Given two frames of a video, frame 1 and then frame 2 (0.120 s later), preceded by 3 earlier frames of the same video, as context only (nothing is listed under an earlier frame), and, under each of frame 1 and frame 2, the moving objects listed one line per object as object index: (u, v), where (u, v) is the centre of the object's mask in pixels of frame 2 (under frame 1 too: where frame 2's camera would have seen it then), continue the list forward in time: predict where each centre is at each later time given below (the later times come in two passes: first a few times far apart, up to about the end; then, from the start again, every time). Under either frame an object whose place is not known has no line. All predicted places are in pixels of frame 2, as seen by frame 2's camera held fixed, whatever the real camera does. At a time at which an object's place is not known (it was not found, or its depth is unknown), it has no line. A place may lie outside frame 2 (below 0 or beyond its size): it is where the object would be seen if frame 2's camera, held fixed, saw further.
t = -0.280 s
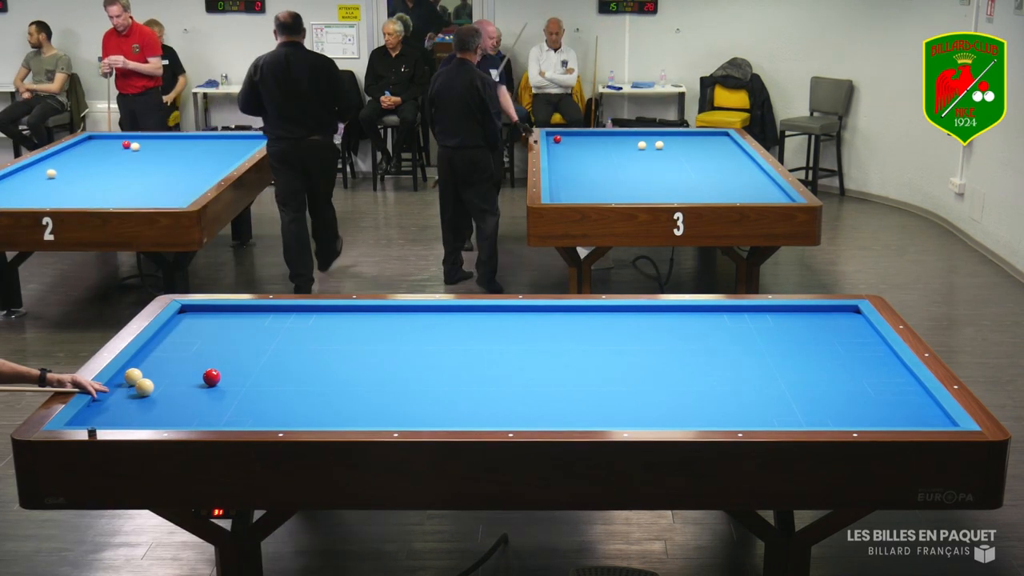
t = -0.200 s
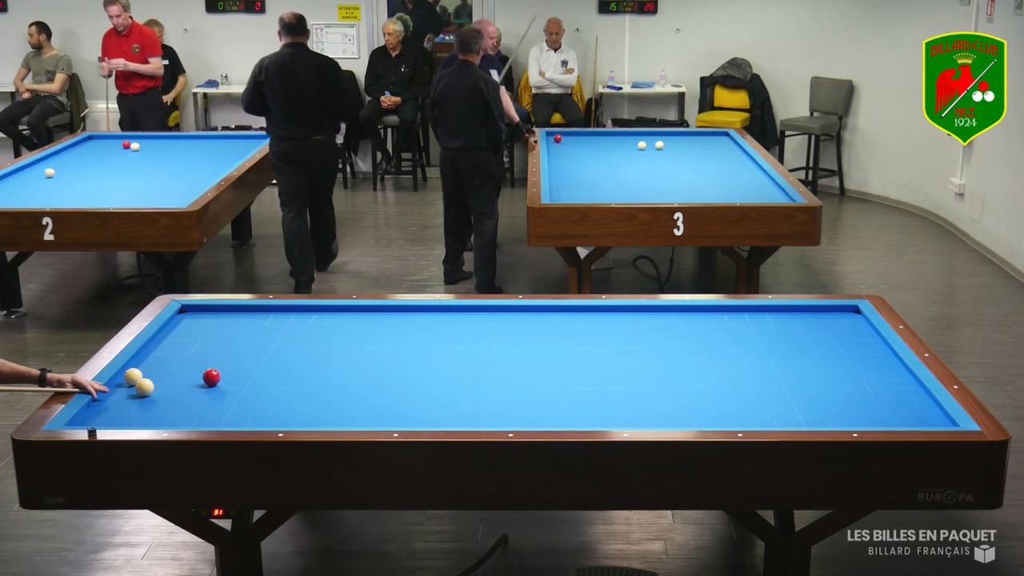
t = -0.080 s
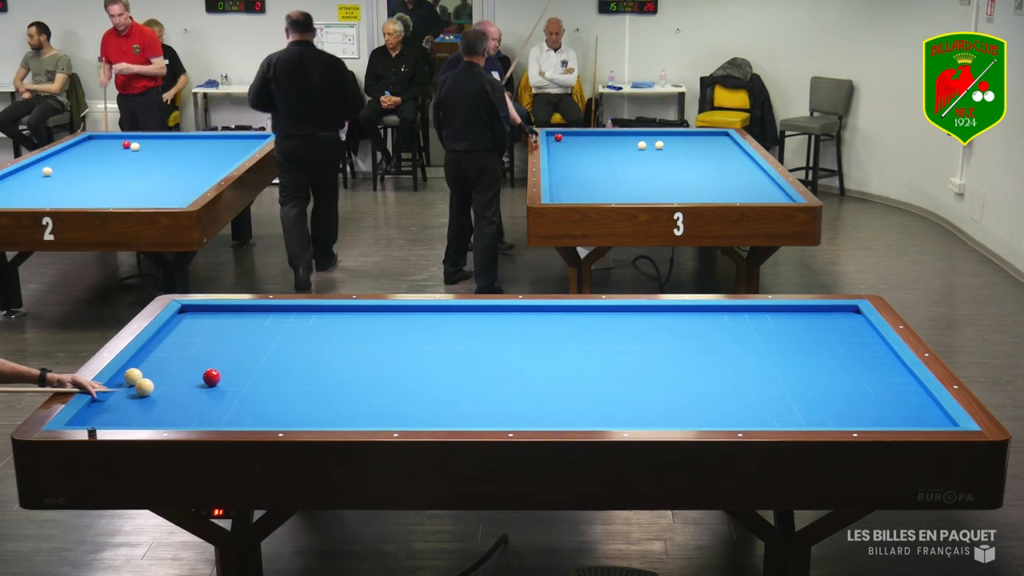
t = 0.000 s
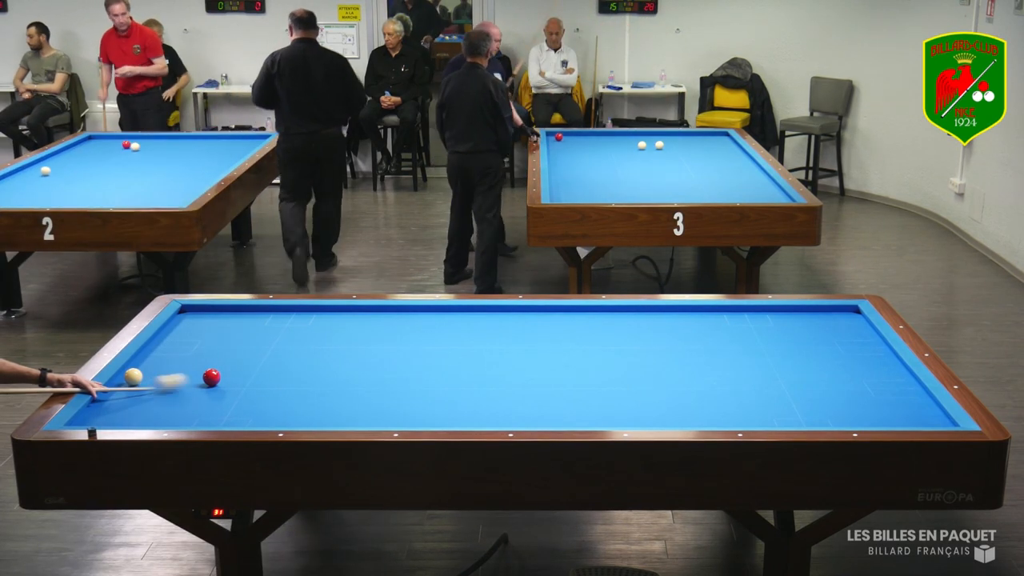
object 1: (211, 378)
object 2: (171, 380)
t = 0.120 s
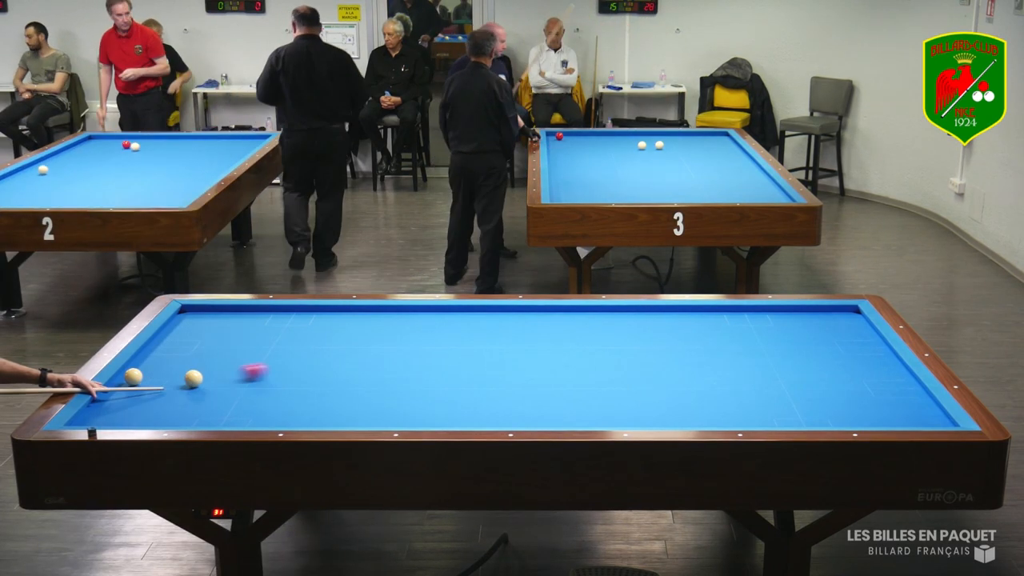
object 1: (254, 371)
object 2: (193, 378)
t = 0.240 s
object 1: (310, 364)
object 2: (187, 378)
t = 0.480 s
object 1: (404, 353)
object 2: (172, 377)
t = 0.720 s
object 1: (489, 341)
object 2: (158, 377)
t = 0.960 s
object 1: (569, 331)
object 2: (149, 377)
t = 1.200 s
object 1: (644, 321)
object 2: (146, 376)
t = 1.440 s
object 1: (715, 312)
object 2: (143, 377)
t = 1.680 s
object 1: (781, 310)
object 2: (143, 377)
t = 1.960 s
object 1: (854, 315)
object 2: (144, 377)
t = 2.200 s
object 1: (825, 322)
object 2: (145, 378)
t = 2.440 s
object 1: (794, 328)
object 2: (145, 378)
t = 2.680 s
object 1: (764, 334)
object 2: (145, 378)
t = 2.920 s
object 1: (733, 339)
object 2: (145, 378)
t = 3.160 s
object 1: (701, 345)
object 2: (145, 378)
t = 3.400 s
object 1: (670, 352)
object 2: (145, 378)
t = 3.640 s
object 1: (638, 358)
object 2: (145, 378)
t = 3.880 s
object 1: (606, 364)
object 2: (145, 378)
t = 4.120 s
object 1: (575, 370)
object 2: (145, 378)
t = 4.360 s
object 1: (542, 377)
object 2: (145, 378)
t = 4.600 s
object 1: (510, 383)
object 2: (145, 378)
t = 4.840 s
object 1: (478, 389)
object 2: (145, 378)
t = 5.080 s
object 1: (445, 396)
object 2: (145, 378)
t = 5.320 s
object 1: (412, 403)
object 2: (145, 378)
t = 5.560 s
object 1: (379, 409)
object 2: (145, 378)
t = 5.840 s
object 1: (341, 416)
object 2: (145, 378)
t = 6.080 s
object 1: (308, 420)
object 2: (145, 378)
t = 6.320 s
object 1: (281, 421)
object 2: (145, 378)
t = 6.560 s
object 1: (260, 419)
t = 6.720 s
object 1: (246, 418)
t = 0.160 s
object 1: (274, 369)
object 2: (192, 378)
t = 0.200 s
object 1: (292, 367)
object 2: (189, 378)
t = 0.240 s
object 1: (310, 364)
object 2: (187, 378)
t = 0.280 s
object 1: (327, 362)
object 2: (184, 378)
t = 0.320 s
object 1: (344, 360)
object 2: (182, 377)
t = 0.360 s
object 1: (359, 358)
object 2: (180, 377)
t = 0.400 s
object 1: (375, 356)
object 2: (177, 377)
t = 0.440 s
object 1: (390, 354)
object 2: (175, 377)
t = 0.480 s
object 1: (404, 353)
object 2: (172, 377)
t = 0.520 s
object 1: (418, 351)
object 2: (170, 377)
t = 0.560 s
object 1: (433, 349)
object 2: (167, 377)
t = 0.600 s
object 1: (447, 347)
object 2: (165, 377)
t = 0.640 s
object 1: (461, 345)
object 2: (163, 377)
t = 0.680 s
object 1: (475, 343)
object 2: (160, 377)
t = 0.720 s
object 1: (489, 341)
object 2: (158, 377)
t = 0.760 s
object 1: (502, 339)
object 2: (156, 377)
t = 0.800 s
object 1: (516, 338)
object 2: (154, 377)
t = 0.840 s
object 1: (529, 336)
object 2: (152, 377)
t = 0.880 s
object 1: (543, 335)
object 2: (150, 377)
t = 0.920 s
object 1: (556, 333)
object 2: (150, 377)
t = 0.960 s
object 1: (569, 331)
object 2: (149, 377)
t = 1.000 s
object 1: (582, 329)
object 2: (149, 377)
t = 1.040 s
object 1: (594, 328)
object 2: (148, 376)
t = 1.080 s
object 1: (607, 326)
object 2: (148, 376)
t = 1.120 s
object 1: (620, 324)
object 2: (147, 377)
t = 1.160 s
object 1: (632, 323)
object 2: (147, 376)
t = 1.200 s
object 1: (644, 321)
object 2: (146, 376)
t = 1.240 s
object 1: (657, 320)
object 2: (146, 376)
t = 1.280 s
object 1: (668, 318)
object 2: (145, 376)
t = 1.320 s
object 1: (680, 316)
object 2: (145, 376)
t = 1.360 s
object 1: (692, 315)
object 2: (144, 376)
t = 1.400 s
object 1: (704, 313)
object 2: (144, 376)
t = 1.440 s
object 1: (715, 312)
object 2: (143, 377)
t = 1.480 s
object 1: (727, 310)
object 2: (143, 377)
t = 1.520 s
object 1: (738, 309)
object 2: (143, 377)
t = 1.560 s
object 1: (749, 308)
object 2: (143, 377)
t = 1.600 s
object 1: (760, 308)
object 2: (143, 377)
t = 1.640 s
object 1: (770, 310)
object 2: (143, 377)
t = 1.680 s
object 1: (781, 310)
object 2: (143, 377)
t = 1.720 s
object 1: (791, 311)
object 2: (144, 377)
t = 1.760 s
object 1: (801, 312)
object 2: (144, 377)
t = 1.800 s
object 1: (812, 313)
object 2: (144, 377)
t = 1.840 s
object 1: (823, 313)
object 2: (144, 377)
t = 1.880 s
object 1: (833, 314)
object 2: (144, 377)
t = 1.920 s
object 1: (844, 314)
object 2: (144, 377)
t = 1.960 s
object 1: (854, 315)
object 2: (144, 377)
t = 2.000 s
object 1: (855, 317)
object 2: (144, 377)
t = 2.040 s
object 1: (848, 317)
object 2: (145, 377)
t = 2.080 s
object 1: (841, 319)
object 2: (145, 377)
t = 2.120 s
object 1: (836, 319)
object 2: (145, 377)
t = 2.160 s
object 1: (830, 321)
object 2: (145, 377)
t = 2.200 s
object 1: (825, 322)
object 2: (145, 378)
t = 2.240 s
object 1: (820, 323)
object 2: (145, 377)
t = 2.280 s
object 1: (815, 324)
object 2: (145, 378)
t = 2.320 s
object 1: (810, 325)
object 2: (145, 377)
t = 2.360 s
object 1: (805, 326)
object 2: (145, 378)
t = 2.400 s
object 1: (800, 327)
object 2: (145, 377)
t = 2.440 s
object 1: (794, 328)
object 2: (145, 378)
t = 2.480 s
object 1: (789, 328)
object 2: (145, 378)
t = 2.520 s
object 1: (784, 330)
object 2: (145, 378)
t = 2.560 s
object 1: (779, 330)
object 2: (145, 378)
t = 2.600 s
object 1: (774, 332)
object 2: (145, 378)
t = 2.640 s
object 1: (769, 332)
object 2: (145, 377)
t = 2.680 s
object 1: (764, 334)
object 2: (145, 378)
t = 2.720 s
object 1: (759, 334)
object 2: (145, 378)
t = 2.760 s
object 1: (753, 335)
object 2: (145, 377)
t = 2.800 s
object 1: (748, 336)
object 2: (145, 378)
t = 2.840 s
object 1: (743, 337)
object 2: (145, 377)
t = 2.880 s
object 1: (738, 338)
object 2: (145, 377)
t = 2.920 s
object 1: (733, 339)
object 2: (145, 378)
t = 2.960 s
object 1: (727, 341)
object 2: (145, 378)
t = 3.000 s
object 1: (722, 341)
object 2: (145, 377)
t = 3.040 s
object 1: (717, 342)
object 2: (145, 378)
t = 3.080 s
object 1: (712, 344)
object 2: (145, 377)
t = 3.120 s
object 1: (707, 344)
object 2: (145, 378)
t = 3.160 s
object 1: (701, 345)
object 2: (145, 378)
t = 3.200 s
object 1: (696, 347)
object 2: (145, 378)
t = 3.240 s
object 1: (691, 348)
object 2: (145, 378)
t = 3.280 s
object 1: (685, 349)
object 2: (145, 378)
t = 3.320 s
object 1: (680, 349)
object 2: (145, 378)
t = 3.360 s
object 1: (675, 350)
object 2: (145, 378)
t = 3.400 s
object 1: (670, 352)
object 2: (145, 378)
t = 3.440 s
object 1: (665, 353)
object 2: (145, 378)
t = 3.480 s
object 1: (659, 354)
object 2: (145, 378)
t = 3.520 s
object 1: (654, 355)
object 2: (145, 378)
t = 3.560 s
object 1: (649, 356)
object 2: (145, 378)
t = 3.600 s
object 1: (644, 356)
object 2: (145, 378)
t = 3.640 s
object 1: (638, 358)
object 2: (145, 378)
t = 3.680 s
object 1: (633, 359)
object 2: (145, 378)
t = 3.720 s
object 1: (628, 360)
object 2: (145, 378)
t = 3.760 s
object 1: (622, 361)
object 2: (145, 377)
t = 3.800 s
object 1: (617, 362)
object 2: (145, 378)
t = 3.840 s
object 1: (612, 363)
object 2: (145, 378)
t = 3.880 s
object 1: (606, 364)
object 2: (145, 378)
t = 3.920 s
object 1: (601, 365)
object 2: (145, 378)
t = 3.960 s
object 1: (596, 366)
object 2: (145, 378)
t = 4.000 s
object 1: (591, 367)
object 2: (145, 378)
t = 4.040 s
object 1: (585, 368)
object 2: (145, 378)
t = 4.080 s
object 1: (580, 369)
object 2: (145, 378)
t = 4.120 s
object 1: (575, 370)
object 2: (145, 378)
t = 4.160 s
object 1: (569, 371)
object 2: (145, 378)
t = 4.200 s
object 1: (564, 372)
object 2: (145, 378)
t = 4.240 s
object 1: (559, 373)
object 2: (145, 378)
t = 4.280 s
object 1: (553, 374)
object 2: (145, 378)
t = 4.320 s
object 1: (548, 375)
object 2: (145, 378)
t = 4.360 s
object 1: (542, 377)
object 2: (145, 378)
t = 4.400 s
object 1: (537, 378)
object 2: (145, 378)
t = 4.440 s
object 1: (532, 379)
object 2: (145, 378)
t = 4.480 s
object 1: (526, 380)
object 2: (145, 378)
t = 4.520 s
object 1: (521, 381)
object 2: (145, 378)
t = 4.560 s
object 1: (516, 382)
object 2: (145, 378)
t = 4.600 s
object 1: (510, 383)
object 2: (145, 378)
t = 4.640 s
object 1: (505, 384)
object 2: (145, 378)
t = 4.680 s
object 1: (499, 385)
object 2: (145, 378)
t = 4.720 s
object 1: (494, 386)
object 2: (145, 378)
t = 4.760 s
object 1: (488, 387)
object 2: (145, 378)
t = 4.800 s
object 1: (483, 388)
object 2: (145, 378)
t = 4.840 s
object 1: (478, 389)
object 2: (145, 378)
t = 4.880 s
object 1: (472, 390)
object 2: (145, 378)
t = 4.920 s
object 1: (467, 392)
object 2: (145, 378)
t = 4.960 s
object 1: (461, 393)
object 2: (145, 378)
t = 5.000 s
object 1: (456, 394)
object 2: (145, 378)
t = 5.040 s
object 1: (450, 395)
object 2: (145, 378)
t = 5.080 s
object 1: (445, 396)
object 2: (145, 378)
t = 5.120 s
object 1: (440, 397)
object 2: (145, 378)
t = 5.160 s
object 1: (434, 398)
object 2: (145, 378)
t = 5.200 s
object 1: (428, 399)
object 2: (145, 378)
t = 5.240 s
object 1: (423, 400)
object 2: (145, 378)
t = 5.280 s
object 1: (417, 402)
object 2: (145, 378)
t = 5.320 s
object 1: (412, 403)
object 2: (145, 378)
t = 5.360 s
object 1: (407, 403)
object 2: (145, 378)
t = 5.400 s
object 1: (401, 405)
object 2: (145, 378)
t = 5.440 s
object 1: (396, 406)
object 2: (145, 378)
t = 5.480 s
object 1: (390, 407)
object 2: (145, 378)
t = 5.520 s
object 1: (385, 408)
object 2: (145, 378)
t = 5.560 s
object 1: (379, 409)
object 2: (145, 378)
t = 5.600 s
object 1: (374, 410)
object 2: (145, 378)
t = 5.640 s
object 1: (368, 411)
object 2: (145, 378)
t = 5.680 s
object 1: (363, 412)
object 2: (145, 378)
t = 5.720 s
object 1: (358, 413)
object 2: (145, 378)
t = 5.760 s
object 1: (352, 414)
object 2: (145, 378)
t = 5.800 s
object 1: (347, 416)
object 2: (145, 378)
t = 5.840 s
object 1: (341, 416)
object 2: (145, 378)
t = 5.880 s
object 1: (336, 417)
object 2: (145, 378)
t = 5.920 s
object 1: (330, 418)
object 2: (145, 378)
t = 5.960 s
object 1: (325, 418)
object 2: (145, 378)
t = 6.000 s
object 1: (319, 419)
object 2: (145, 378)
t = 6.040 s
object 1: (314, 420)
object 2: (145, 378)
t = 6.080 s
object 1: (308, 420)
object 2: (145, 378)
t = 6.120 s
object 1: (303, 421)
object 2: (145, 378)
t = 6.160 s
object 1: (297, 421)
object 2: (145, 378)
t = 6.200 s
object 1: (292, 422)
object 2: (145, 378)
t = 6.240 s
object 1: (288, 422)
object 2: (145, 378)
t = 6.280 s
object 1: (285, 421)
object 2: (145, 378)
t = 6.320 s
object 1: (281, 421)
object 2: (145, 378)
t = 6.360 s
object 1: (277, 421)
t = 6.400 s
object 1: (274, 420)
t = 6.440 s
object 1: (271, 420)
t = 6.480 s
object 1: (267, 420)
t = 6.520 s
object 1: (263, 420)
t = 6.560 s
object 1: (260, 419)
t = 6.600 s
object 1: (256, 419)
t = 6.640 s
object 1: (253, 419)
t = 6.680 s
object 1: (250, 418)
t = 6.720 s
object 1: (246, 418)
